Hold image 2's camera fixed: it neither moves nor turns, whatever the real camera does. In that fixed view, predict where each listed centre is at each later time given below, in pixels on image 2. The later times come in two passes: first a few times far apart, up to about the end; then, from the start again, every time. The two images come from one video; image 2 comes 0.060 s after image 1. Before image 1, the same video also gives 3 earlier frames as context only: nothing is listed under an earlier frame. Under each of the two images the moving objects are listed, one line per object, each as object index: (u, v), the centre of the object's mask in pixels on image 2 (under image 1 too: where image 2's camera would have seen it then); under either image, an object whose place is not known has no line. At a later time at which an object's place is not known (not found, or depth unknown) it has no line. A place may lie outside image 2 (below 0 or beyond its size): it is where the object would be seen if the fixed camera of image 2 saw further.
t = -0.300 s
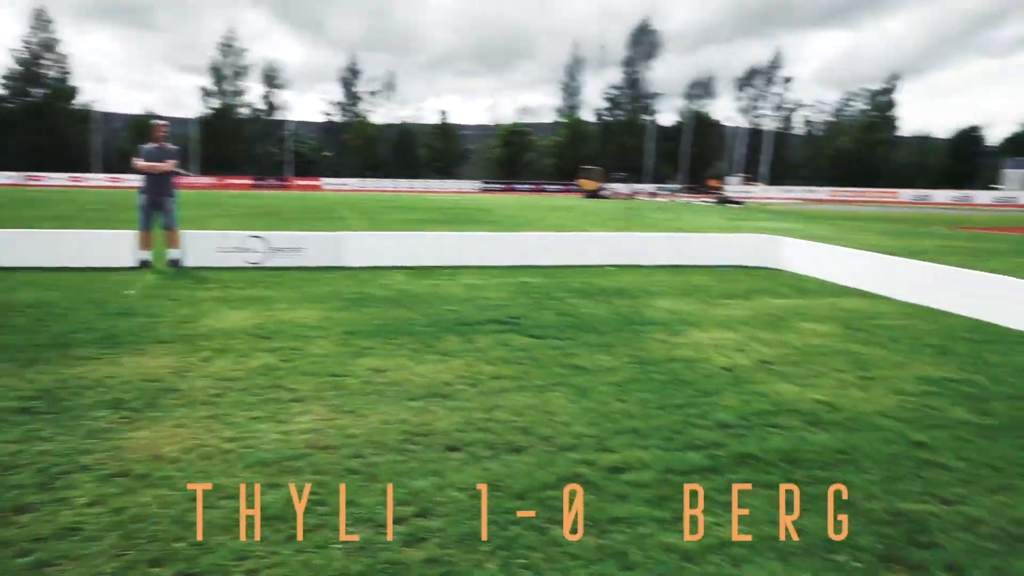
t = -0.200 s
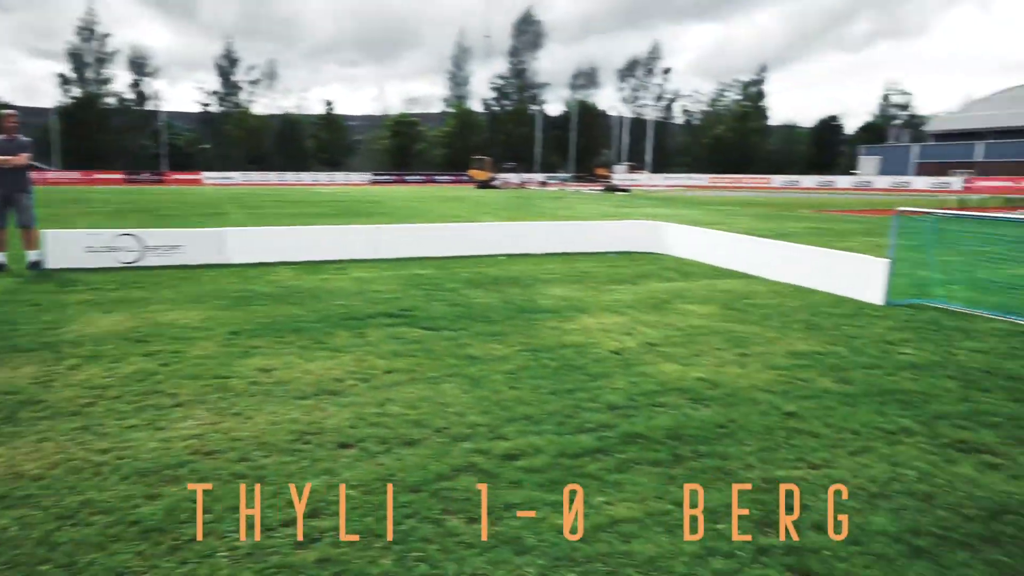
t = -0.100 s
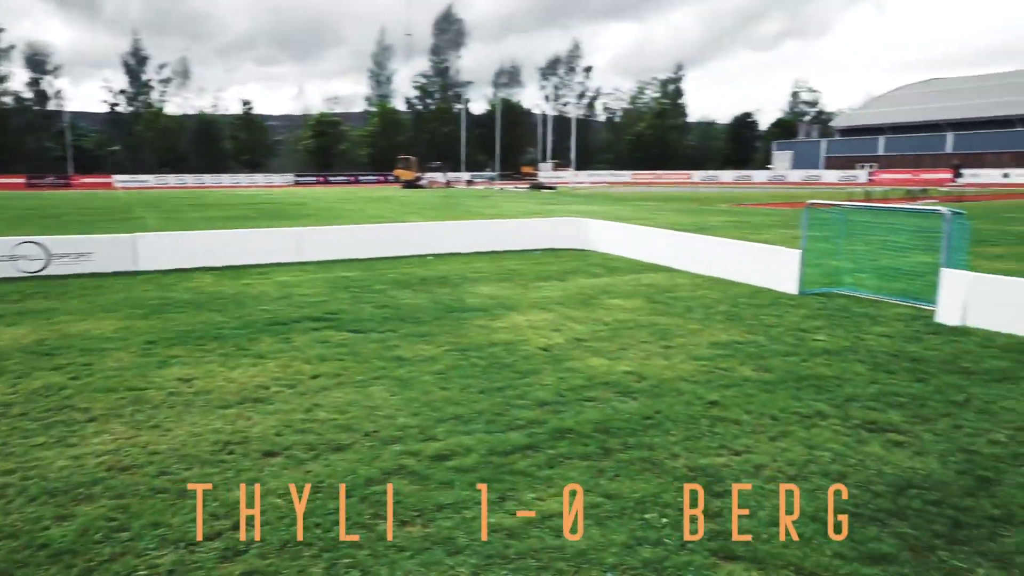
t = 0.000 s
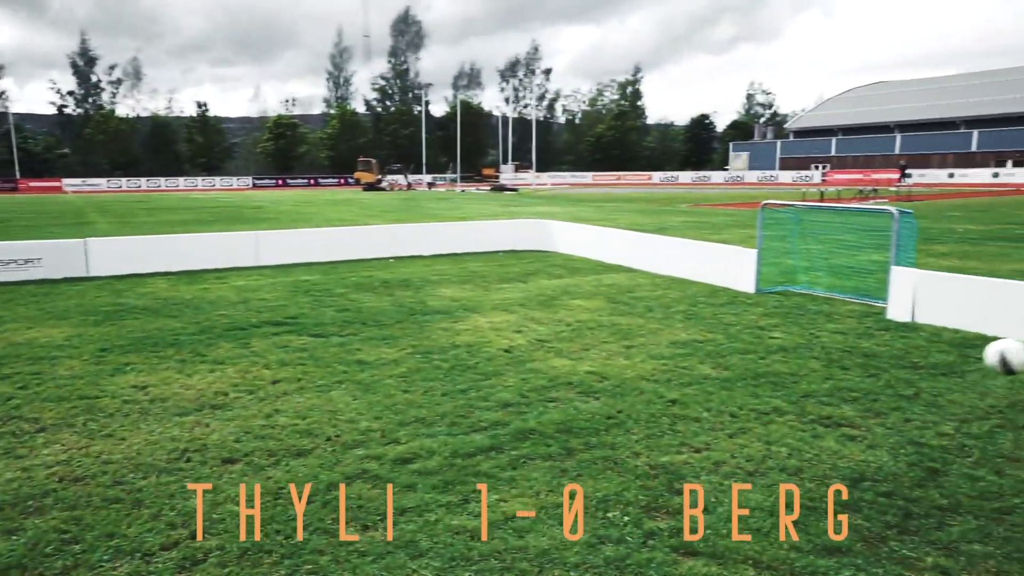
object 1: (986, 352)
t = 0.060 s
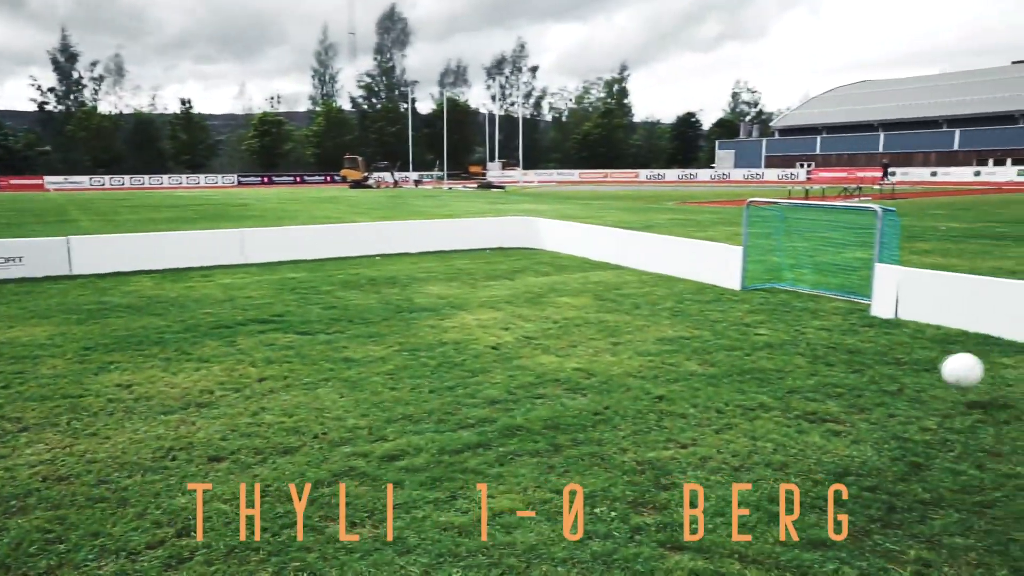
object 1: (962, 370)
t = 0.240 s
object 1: (884, 381)
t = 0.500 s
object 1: (762, 414)
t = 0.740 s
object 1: (642, 438)
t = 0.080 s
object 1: (952, 378)
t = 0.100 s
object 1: (943, 387)
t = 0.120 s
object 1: (933, 393)
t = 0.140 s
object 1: (925, 393)
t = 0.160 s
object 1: (917, 390)
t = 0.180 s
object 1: (908, 387)
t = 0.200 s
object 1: (900, 385)
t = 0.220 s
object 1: (892, 383)
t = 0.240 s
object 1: (884, 381)
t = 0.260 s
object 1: (875, 381)
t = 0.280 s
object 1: (866, 382)
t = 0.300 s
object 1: (857, 383)
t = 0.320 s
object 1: (847, 385)
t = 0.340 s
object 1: (838, 386)
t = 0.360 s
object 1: (829, 391)
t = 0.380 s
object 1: (820, 395)
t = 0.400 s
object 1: (810, 400)
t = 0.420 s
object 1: (800, 406)
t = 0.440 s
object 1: (790, 412)
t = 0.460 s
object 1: (780, 416)
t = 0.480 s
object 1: (771, 416)
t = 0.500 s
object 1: (762, 414)
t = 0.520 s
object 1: (753, 412)
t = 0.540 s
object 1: (743, 410)
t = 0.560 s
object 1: (733, 409)
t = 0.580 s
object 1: (723, 409)
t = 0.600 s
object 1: (714, 411)
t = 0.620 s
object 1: (704, 412)
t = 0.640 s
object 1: (694, 415)
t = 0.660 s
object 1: (684, 419)
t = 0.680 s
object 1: (673, 423)
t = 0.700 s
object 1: (663, 428)
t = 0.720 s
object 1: (653, 433)
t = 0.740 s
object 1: (642, 438)
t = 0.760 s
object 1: (631, 438)
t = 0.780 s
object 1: (621, 438)
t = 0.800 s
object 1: (611, 437)
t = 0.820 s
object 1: (600, 438)
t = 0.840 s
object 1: (590, 439)
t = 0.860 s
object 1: (578, 441)
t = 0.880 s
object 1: (567, 444)
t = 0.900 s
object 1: (556, 447)
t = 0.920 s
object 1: (545, 451)
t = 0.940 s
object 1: (534, 454)
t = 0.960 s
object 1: (522, 455)
